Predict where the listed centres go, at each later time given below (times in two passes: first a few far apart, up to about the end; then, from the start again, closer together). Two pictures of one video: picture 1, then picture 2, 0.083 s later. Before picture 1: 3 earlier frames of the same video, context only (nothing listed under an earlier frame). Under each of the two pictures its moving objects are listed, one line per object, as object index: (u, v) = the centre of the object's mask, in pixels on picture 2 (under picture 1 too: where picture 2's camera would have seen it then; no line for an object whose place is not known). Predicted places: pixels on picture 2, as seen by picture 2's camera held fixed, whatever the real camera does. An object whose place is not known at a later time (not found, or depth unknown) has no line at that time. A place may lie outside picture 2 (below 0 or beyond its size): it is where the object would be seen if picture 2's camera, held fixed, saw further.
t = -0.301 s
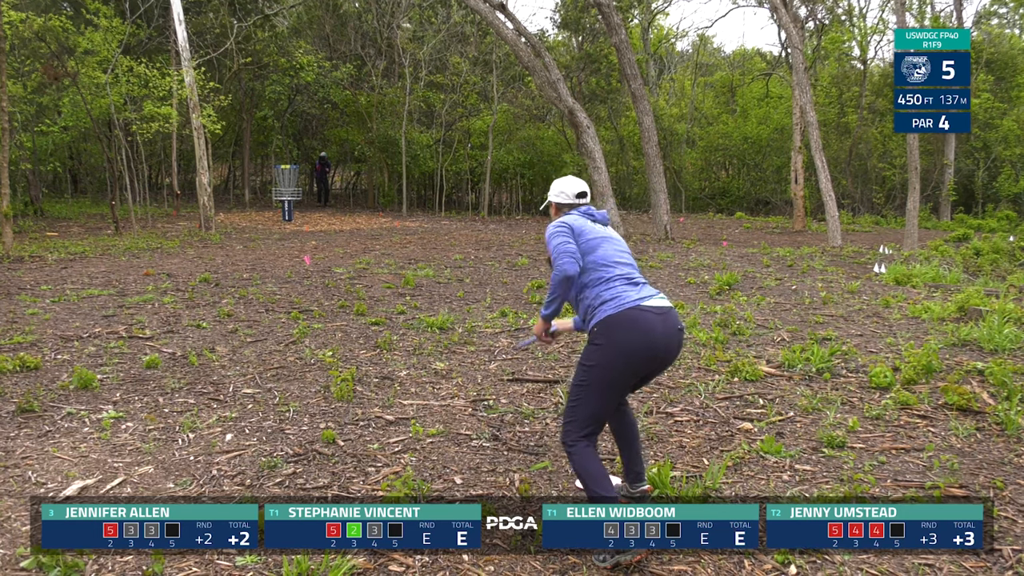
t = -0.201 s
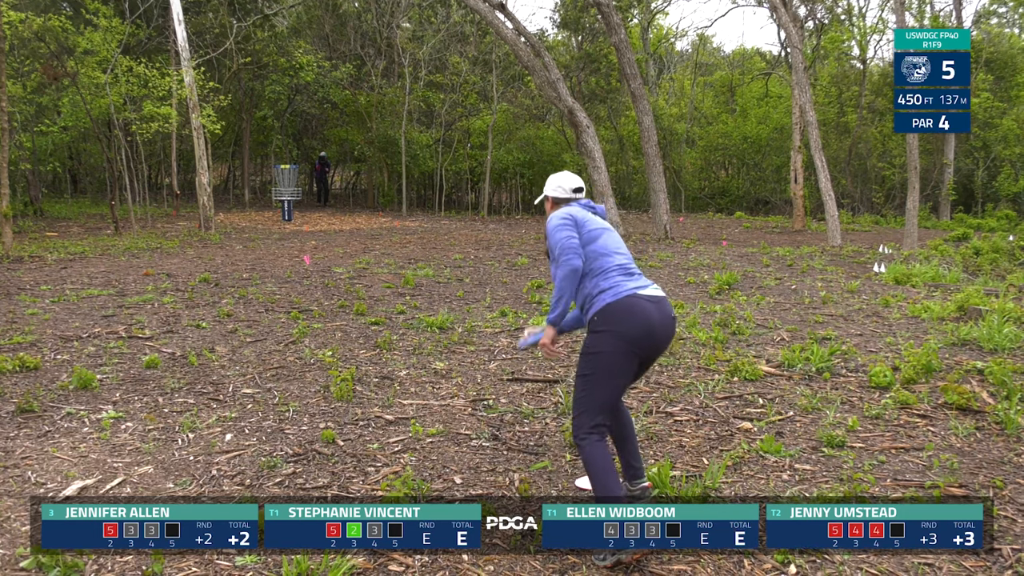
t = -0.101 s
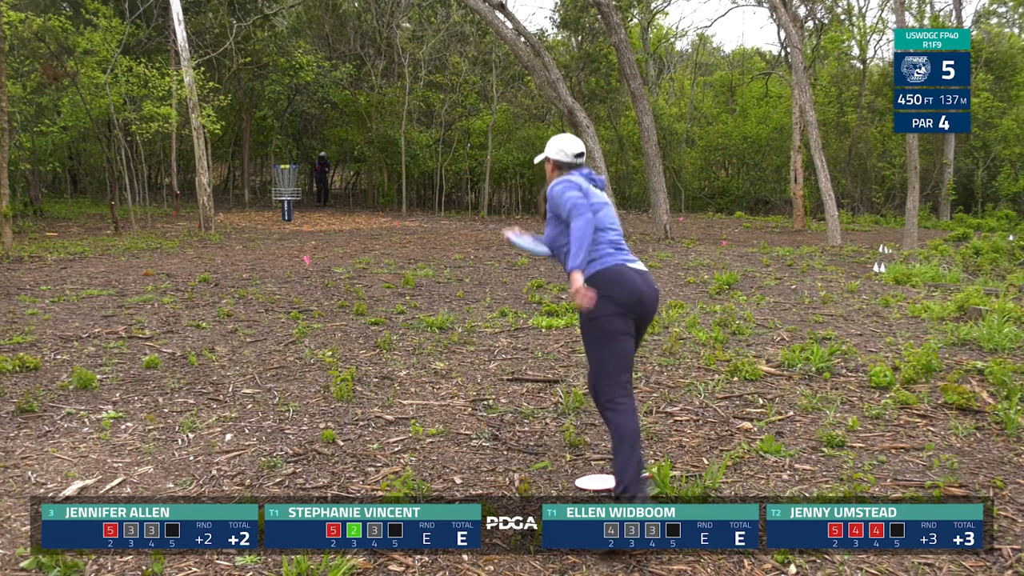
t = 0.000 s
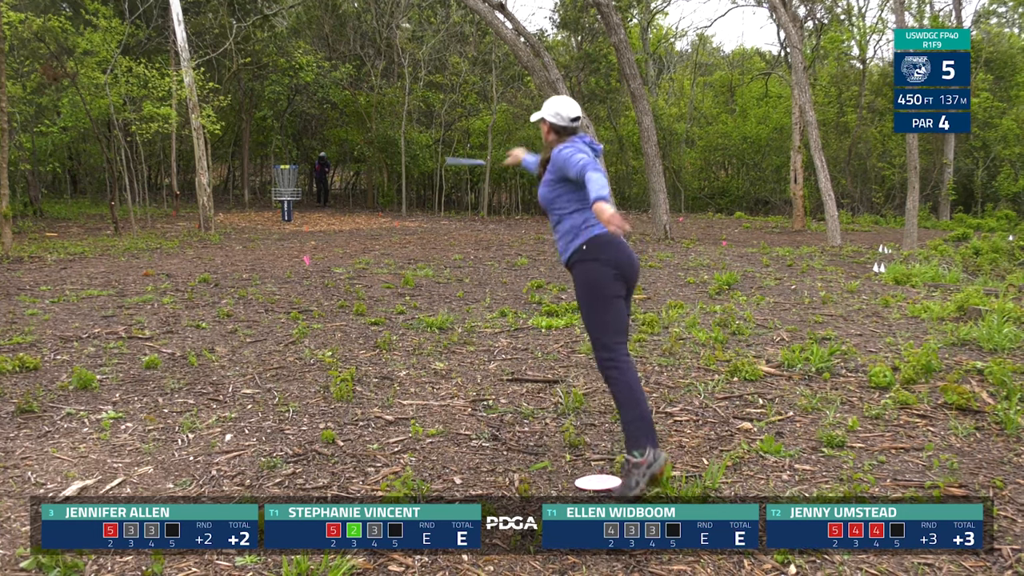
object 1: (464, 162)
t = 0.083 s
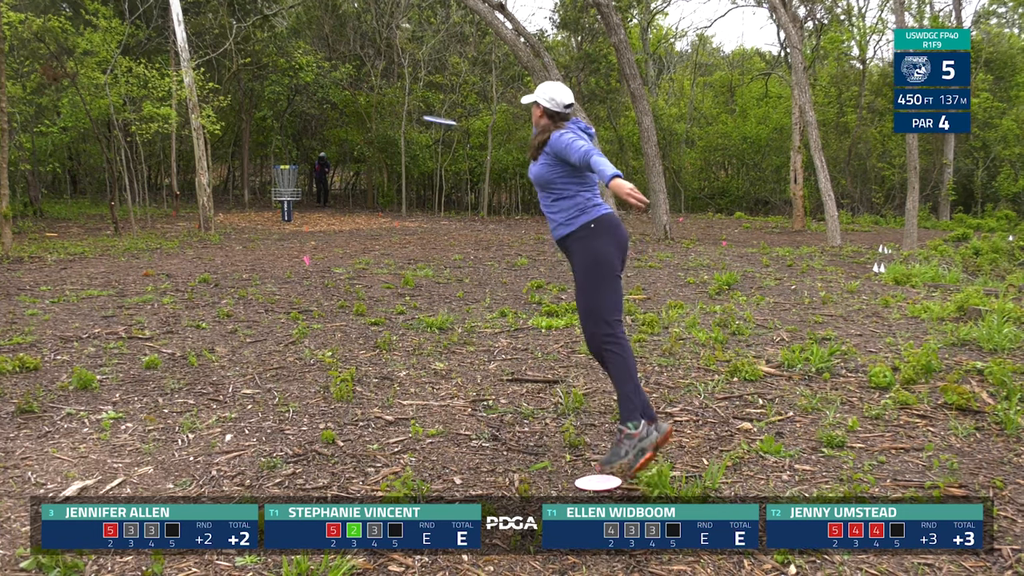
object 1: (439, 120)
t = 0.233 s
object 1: (410, 93)
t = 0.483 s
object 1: (386, 98)
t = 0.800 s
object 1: (374, 122)
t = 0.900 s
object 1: (373, 129)
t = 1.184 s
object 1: (368, 152)
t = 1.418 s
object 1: (363, 170)
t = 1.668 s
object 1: (354, 189)
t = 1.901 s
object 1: (342, 207)
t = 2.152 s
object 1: (327, 212)
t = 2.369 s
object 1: (323, 207)
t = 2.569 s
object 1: (322, 213)
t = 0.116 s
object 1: (432, 111)
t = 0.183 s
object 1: (419, 98)
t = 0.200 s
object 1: (417, 96)
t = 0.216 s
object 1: (413, 94)
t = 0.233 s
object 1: (410, 93)
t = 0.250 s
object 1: (408, 92)
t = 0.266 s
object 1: (406, 91)
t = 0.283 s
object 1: (404, 91)
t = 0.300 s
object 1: (402, 91)
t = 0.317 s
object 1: (400, 91)
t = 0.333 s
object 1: (399, 91)
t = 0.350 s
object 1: (397, 91)
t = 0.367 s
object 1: (394, 92)
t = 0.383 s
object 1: (393, 92)
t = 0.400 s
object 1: (392, 93)
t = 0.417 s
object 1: (391, 94)
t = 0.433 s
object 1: (389, 94)
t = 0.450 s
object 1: (387, 96)
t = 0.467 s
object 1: (387, 97)
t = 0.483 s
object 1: (386, 98)
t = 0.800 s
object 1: (374, 122)
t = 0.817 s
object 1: (374, 123)
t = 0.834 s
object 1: (374, 124)
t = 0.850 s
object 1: (374, 126)
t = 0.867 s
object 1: (373, 127)
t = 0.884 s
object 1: (373, 128)
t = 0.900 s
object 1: (373, 129)
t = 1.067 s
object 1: (371, 143)
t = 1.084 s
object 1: (370, 145)
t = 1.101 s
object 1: (370, 146)
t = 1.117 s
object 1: (369, 147)
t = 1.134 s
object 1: (369, 148)
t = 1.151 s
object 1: (369, 150)
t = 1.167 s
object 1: (369, 151)
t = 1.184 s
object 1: (368, 152)
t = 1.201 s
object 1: (368, 154)
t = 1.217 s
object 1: (368, 155)
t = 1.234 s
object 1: (368, 156)
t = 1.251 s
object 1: (368, 157)
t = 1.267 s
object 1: (367, 159)
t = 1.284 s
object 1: (367, 160)
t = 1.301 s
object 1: (367, 161)
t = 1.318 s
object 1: (366, 162)
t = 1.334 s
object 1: (366, 163)
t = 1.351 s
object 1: (365, 165)
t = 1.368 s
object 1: (365, 166)
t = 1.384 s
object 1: (364, 167)
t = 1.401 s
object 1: (364, 168)
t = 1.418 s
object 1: (363, 170)
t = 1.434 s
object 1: (363, 171)
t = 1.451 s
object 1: (362, 172)
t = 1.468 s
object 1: (362, 173)
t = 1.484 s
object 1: (362, 175)
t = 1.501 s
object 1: (361, 176)
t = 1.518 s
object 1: (360, 177)
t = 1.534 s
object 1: (360, 178)
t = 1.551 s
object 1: (359, 180)
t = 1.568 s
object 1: (359, 181)
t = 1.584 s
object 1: (358, 182)
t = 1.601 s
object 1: (358, 184)
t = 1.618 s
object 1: (357, 185)
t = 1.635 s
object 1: (356, 186)
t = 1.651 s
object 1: (355, 187)
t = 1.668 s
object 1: (354, 189)
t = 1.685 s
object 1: (354, 190)
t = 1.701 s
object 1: (353, 191)
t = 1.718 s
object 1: (352, 193)
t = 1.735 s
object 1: (351, 194)
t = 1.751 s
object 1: (351, 195)
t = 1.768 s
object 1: (350, 197)
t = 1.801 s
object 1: (348, 199)
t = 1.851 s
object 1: (345, 203)
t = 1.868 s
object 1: (344, 205)
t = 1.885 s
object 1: (343, 206)
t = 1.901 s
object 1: (342, 207)
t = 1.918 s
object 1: (341, 208)
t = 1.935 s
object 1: (340, 210)
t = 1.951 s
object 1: (338, 211)
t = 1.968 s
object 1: (337, 213)
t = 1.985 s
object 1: (336, 214)
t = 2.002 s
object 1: (335, 215)
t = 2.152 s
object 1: (327, 212)
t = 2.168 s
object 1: (327, 211)
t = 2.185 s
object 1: (327, 210)
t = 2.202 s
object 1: (326, 210)
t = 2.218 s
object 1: (326, 209)
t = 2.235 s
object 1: (326, 209)
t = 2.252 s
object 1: (325, 208)
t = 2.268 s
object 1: (324, 207)
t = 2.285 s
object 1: (324, 207)
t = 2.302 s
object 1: (324, 207)
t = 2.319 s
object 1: (324, 207)
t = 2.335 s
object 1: (323, 207)
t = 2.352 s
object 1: (323, 207)
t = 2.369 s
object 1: (323, 207)
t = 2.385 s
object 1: (323, 207)
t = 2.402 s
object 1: (323, 207)
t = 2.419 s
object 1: (323, 208)
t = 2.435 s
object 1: (322, 208)
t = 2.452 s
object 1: (322, 209)
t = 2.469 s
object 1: (322, 210)
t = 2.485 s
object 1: (322, 210)
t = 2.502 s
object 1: (322, 210)
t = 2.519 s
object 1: (322, 211)
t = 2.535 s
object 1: (322, 211)
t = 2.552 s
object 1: (322, 212)
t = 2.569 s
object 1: (322, 213)
